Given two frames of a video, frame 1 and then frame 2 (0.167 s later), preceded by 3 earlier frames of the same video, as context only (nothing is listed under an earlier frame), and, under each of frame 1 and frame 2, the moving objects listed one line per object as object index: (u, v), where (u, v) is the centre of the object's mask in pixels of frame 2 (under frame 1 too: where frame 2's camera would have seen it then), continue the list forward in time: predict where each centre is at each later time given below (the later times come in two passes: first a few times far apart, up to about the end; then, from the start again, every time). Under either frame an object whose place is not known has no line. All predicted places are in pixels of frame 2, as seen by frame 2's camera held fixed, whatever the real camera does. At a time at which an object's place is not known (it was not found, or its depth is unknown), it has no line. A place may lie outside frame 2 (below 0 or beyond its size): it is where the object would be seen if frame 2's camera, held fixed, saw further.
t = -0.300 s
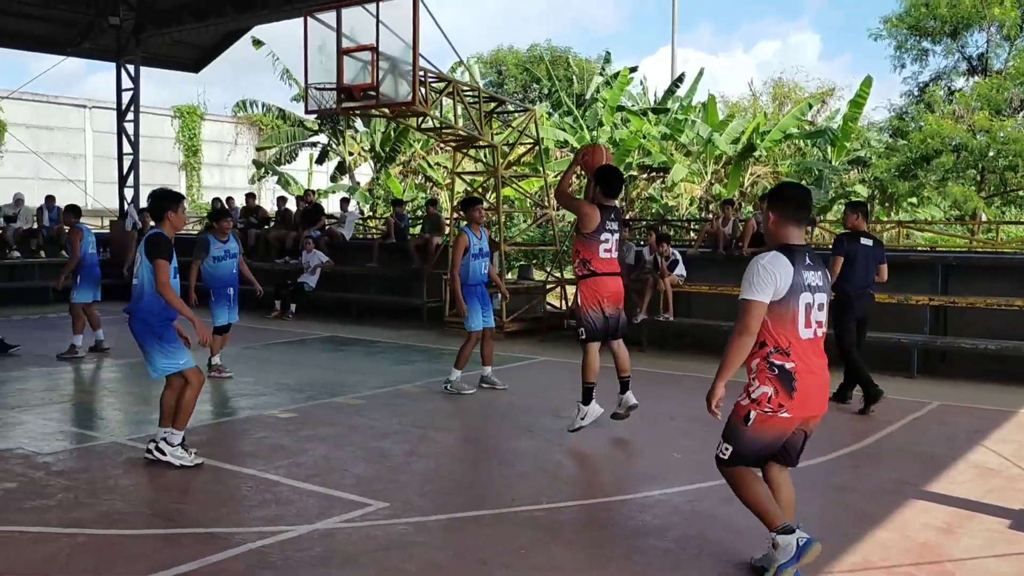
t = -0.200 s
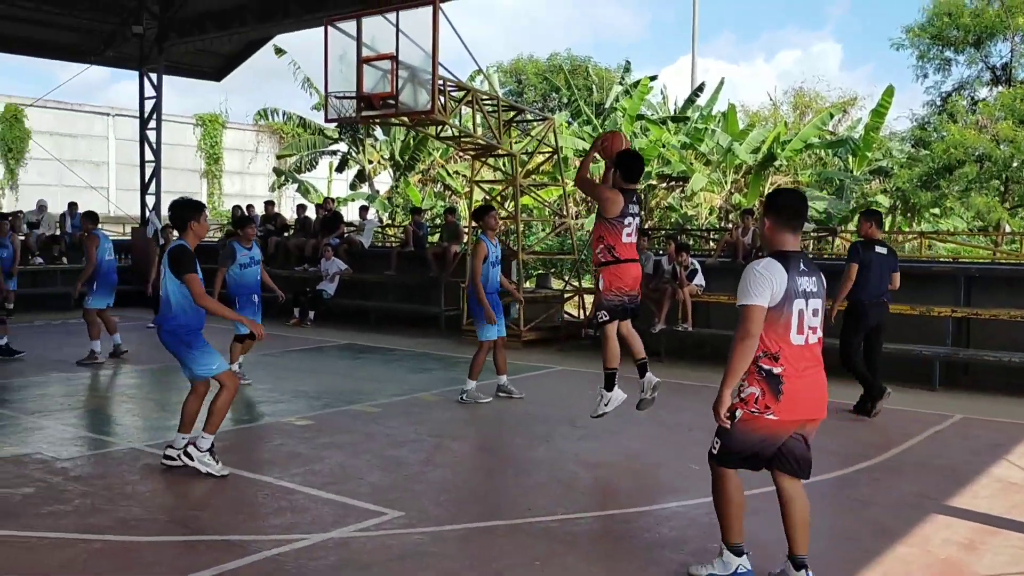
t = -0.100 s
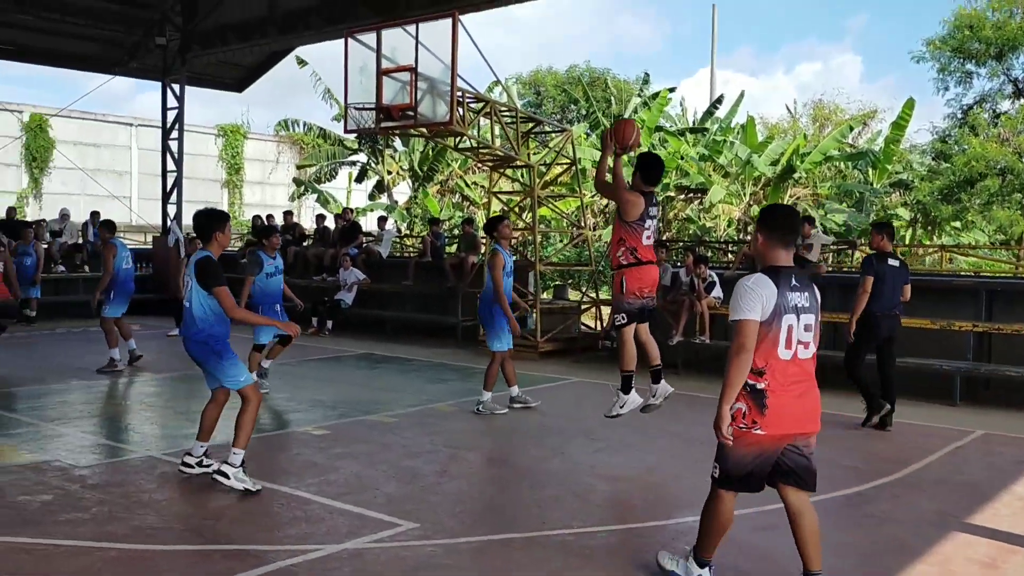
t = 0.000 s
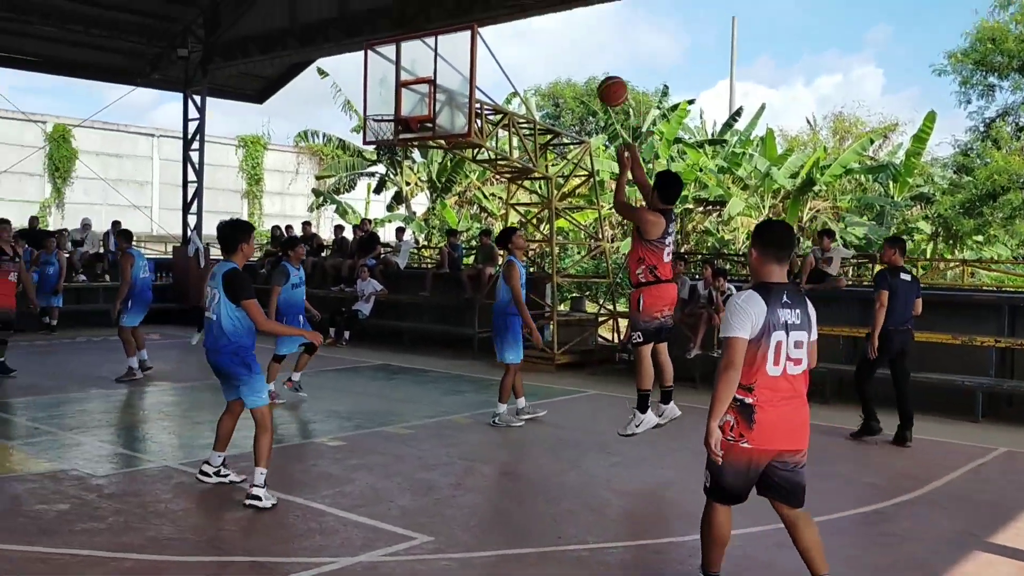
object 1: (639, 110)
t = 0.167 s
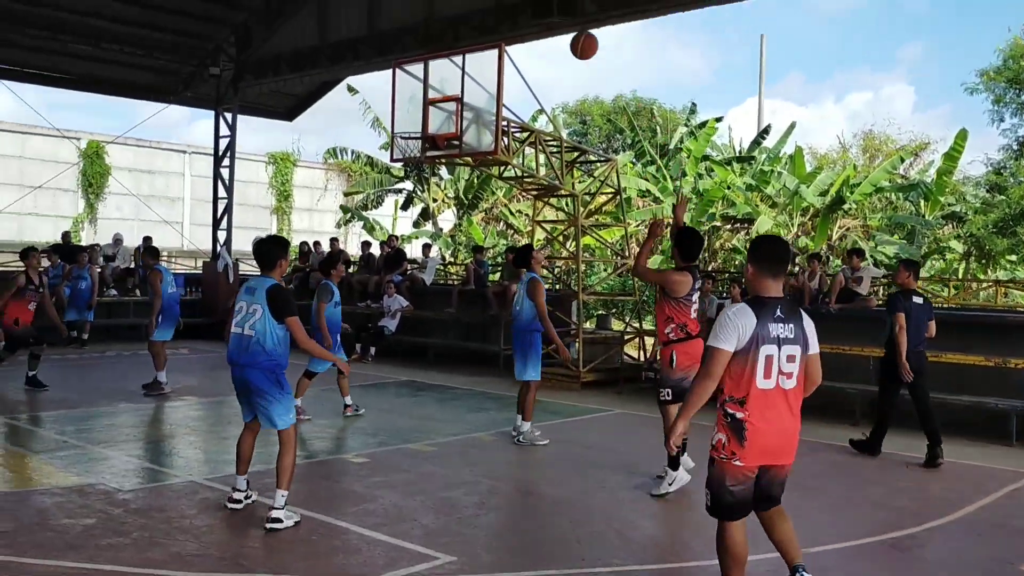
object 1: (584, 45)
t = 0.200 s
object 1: (574, 39)
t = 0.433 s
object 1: (510, 22)
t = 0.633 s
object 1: (465, 54)
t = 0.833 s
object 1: (423, 111)
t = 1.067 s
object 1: (413, 163)
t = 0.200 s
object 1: (574, 39)
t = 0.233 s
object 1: (565, 32)
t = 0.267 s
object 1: (555, 27)
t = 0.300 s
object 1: (547, 22)
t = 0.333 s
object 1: (537, 21)
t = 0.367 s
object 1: (527, 21)
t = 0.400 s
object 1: (518, 21)
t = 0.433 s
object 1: (510, 22)
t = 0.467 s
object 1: (501, 25)
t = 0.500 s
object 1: (494, 29)
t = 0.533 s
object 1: (486, 32)
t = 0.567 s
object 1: (481, 38)
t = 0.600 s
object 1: (473, 45)
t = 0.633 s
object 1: (465, 54)
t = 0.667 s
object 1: (456, 60)
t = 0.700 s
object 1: (449, 68)
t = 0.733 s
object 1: (442, 78)
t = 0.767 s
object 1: (436, 89)
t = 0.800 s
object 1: (429, 100)
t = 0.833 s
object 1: (423, 111)
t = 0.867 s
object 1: (416, 124)
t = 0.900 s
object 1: (410, 138)
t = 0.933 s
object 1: (408, 150)
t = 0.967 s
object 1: (409, 155)
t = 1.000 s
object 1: (409, 157)
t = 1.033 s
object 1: (411, 159)
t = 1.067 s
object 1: (413, 163)
